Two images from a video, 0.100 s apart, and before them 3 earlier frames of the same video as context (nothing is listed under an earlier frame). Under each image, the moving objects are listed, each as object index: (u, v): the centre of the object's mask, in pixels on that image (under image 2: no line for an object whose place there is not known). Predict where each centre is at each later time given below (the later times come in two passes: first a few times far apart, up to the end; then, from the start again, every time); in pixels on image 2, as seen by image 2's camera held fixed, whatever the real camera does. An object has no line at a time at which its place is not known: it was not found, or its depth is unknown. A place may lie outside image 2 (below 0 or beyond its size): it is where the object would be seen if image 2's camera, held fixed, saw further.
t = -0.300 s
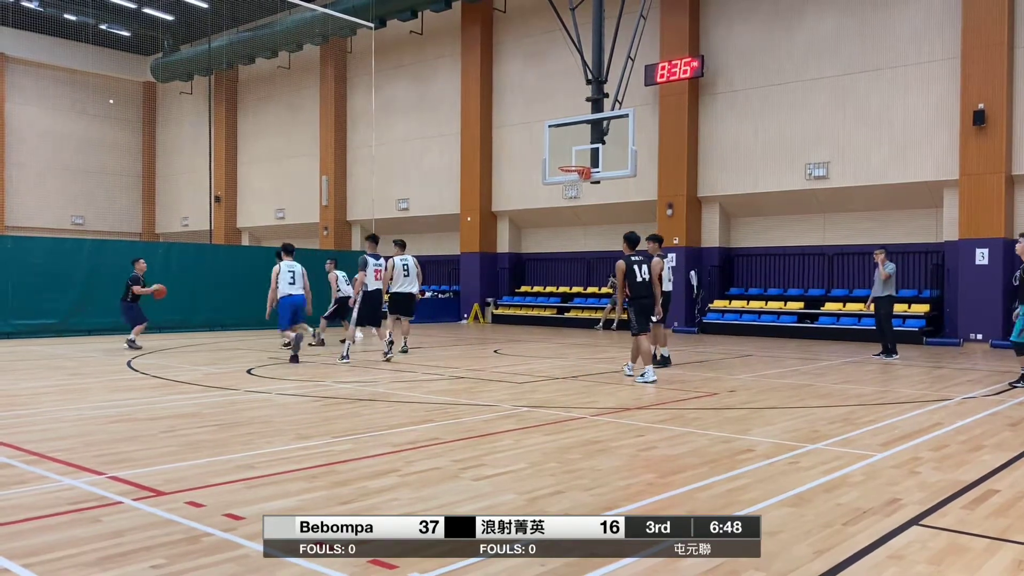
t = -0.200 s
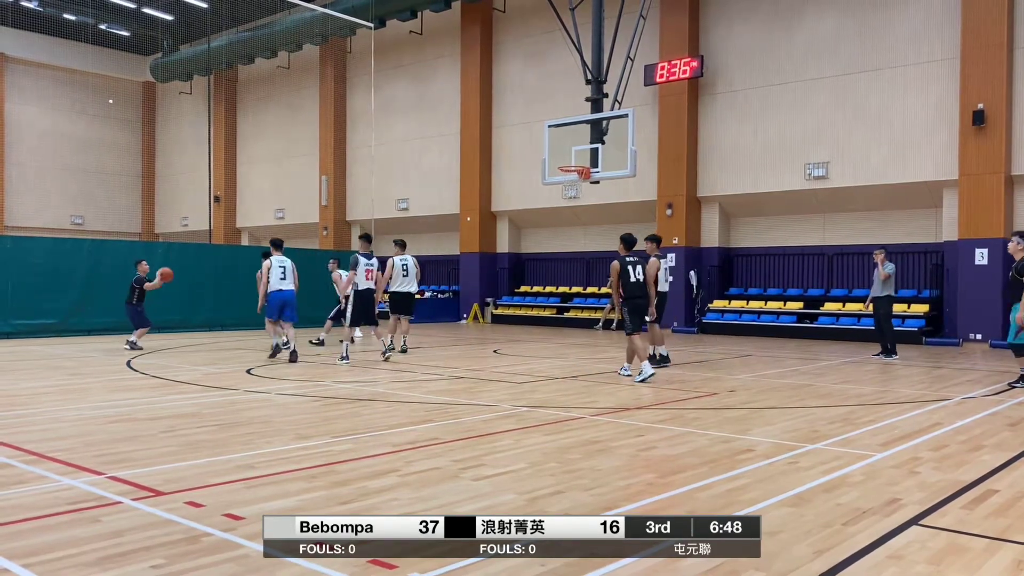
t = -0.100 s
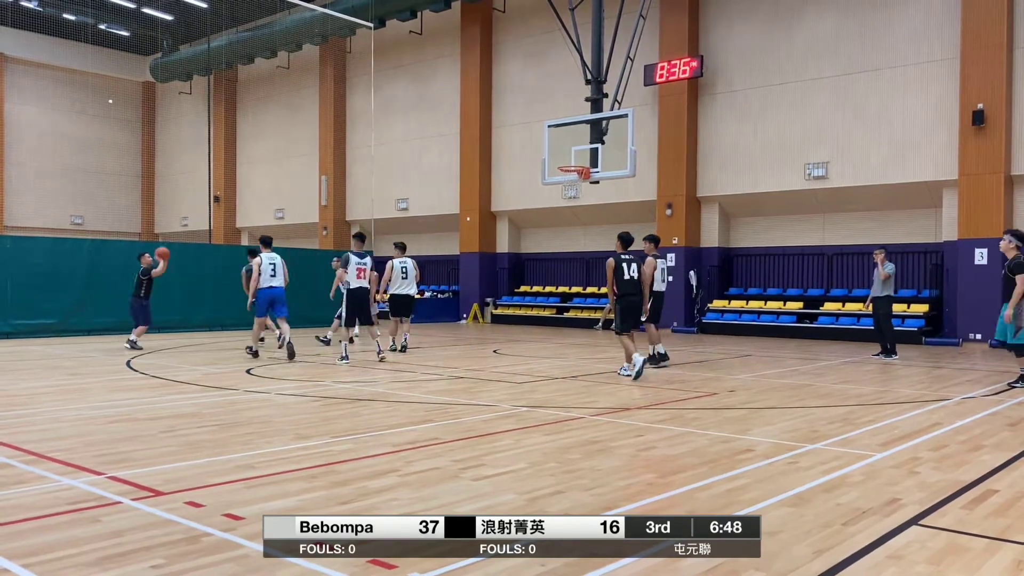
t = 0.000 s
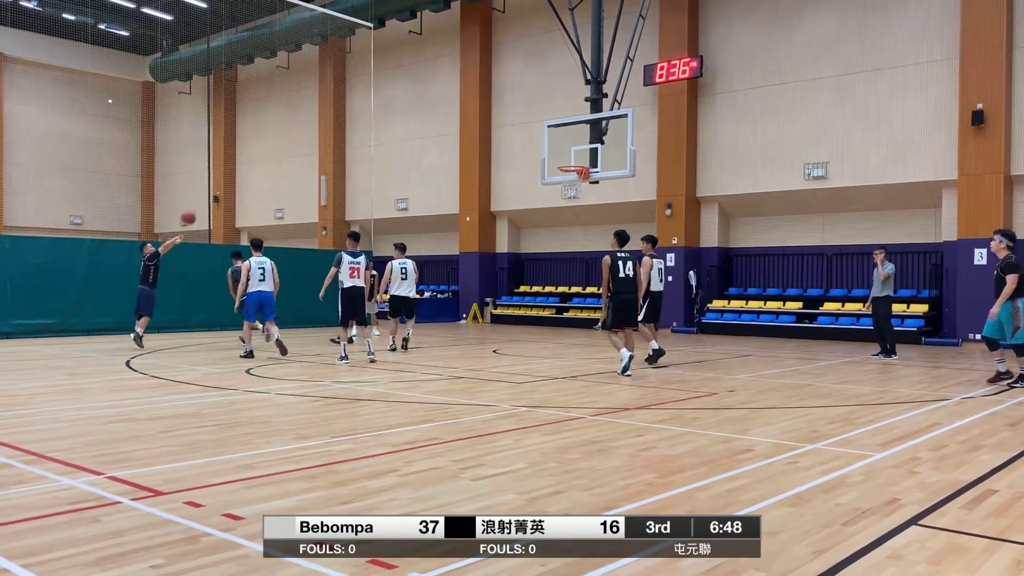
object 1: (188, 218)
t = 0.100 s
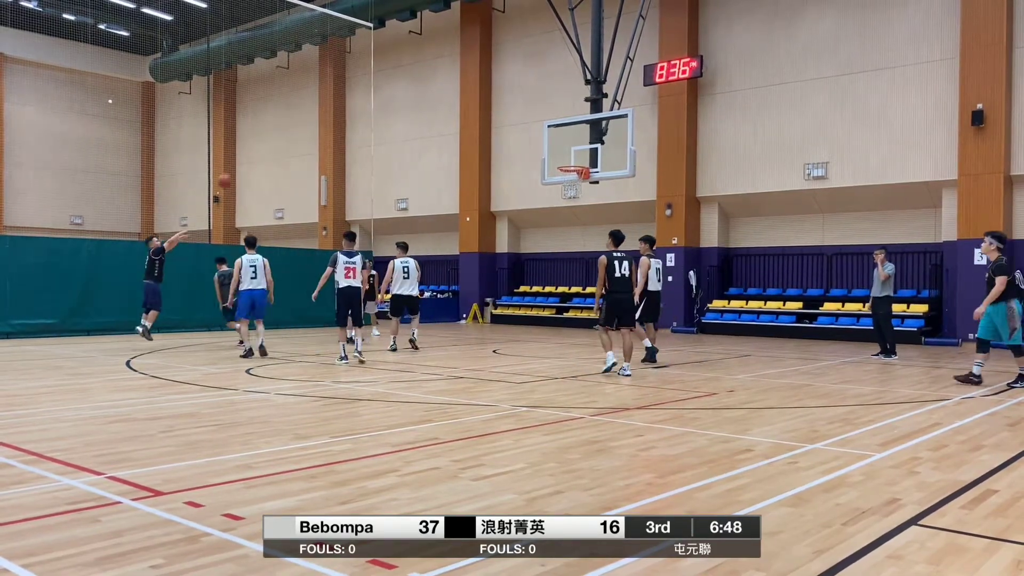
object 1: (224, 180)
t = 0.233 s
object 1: (271, 144)
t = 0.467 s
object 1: (351, 102)
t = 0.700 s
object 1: (428, 93)
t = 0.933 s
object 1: (504, 115)
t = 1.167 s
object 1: (577, 165)
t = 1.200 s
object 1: (574, 172)
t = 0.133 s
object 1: (236, 171)
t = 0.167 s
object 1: (247, 162)
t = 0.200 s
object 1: (259, 153)
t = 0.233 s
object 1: (271, 144)
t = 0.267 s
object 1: (282, 136)
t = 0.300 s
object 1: (293, 129)
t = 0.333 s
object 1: (305, 123)
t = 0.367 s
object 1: (316, 116)
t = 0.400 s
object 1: (327, 109)
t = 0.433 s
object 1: (339, 105)
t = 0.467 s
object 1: (351, 102)
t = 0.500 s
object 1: (362, 99)
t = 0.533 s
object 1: (373, 97)
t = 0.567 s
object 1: (384, 94)
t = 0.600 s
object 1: (396, 93)
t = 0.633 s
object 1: (407, 93)
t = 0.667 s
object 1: (418, 92)
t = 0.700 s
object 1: (428, 93)
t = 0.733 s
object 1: (439, 94)
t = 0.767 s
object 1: (450, 96)
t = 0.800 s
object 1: (461, 98)
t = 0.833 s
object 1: (472, 101)
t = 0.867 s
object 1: (483, 103)
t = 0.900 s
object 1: (493, 109)
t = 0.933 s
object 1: (504, 115)
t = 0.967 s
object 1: (515, 121)
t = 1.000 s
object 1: (525, 127)
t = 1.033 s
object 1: (536, 133)
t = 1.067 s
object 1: (546, 141)
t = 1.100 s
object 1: (557, 149)
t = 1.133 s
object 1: (567, 157)
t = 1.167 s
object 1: (577, 165)
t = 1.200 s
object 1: (574, 172)
